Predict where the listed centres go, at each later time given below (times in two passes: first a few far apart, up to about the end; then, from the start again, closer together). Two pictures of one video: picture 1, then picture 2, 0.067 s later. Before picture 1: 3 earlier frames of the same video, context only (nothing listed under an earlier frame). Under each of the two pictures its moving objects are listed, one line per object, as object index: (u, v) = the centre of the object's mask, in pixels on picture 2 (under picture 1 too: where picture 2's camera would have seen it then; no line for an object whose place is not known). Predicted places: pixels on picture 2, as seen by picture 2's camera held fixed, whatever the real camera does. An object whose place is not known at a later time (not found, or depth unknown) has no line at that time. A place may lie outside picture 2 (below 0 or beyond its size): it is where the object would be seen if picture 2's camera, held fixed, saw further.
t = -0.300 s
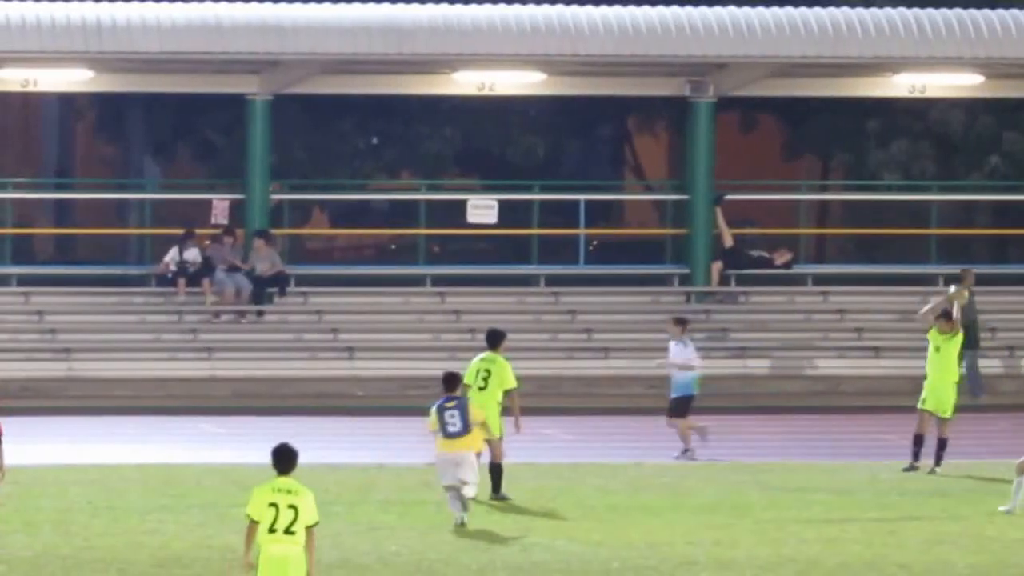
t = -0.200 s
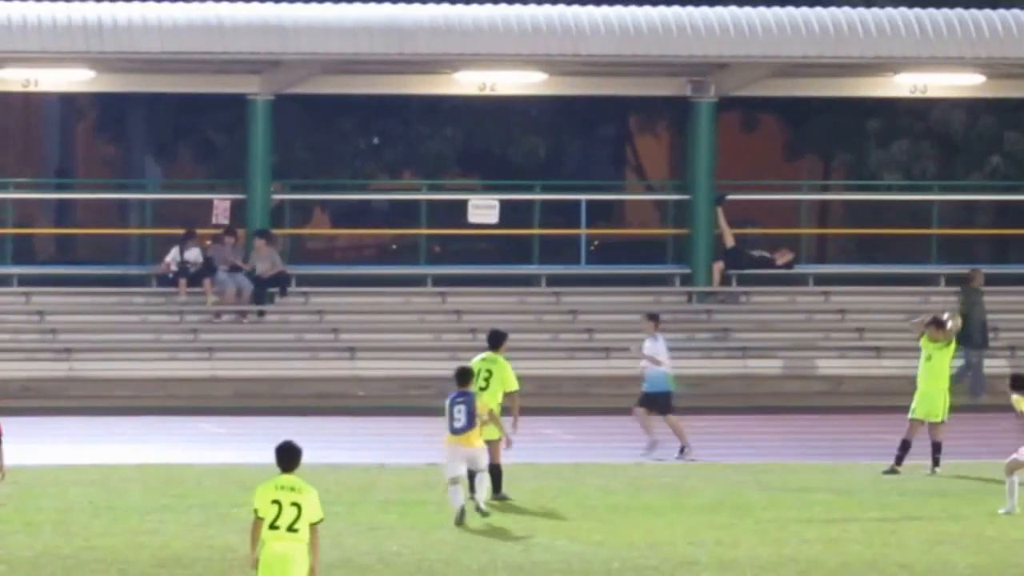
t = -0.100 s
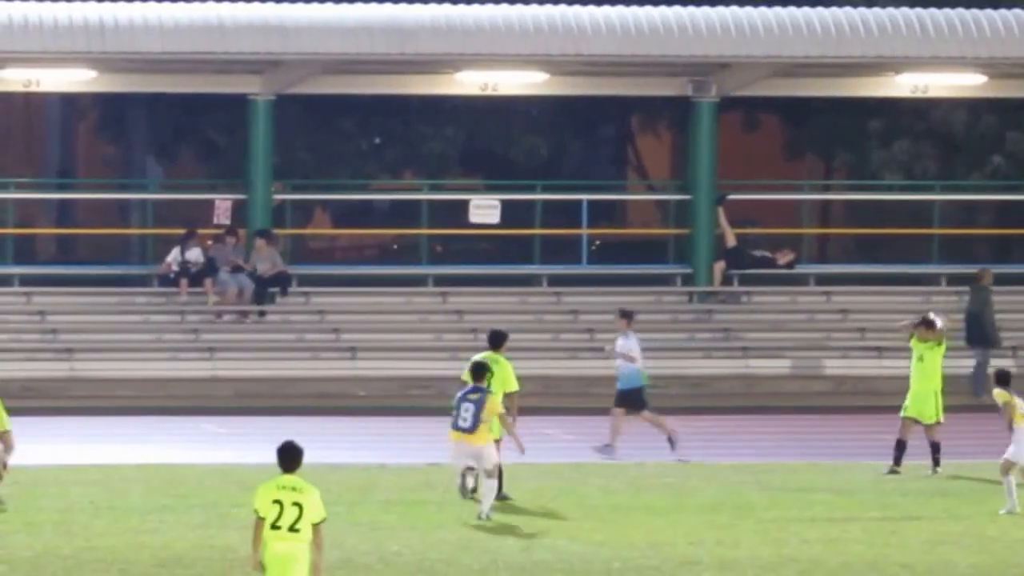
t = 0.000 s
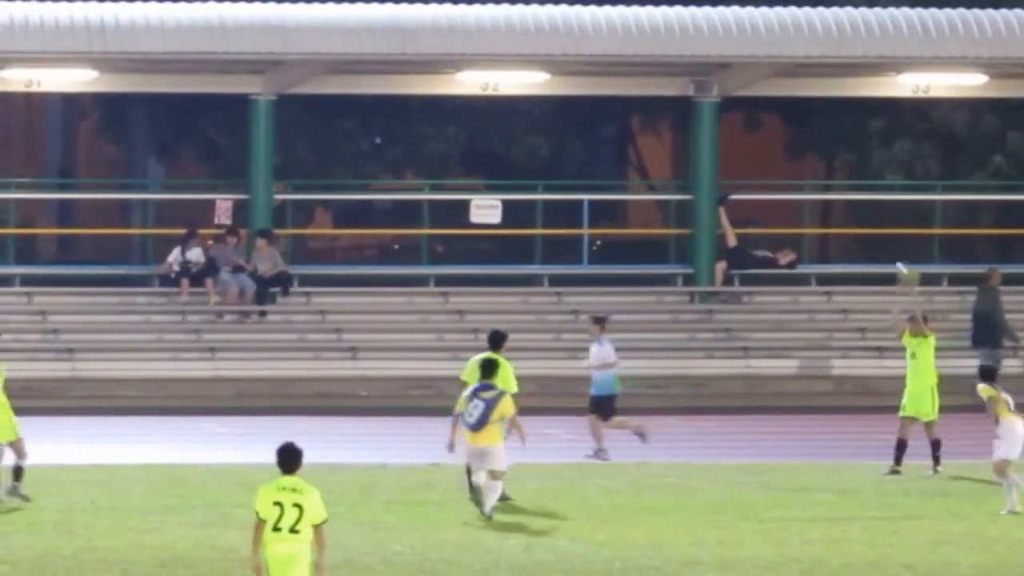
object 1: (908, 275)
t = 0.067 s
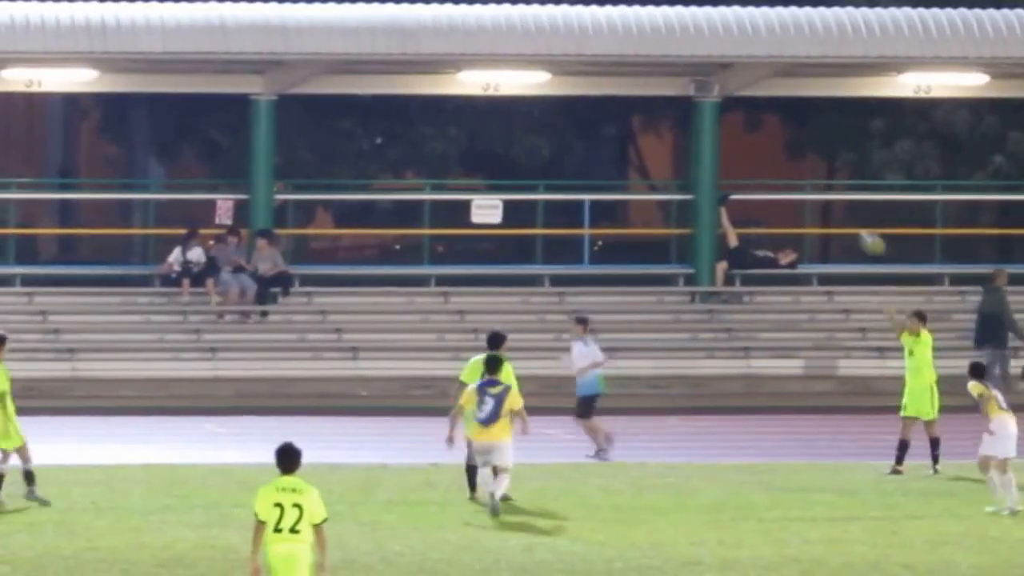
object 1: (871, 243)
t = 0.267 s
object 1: (760, 171)
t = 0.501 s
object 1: (628, 136)
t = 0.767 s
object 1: (477, 157)
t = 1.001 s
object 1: (342, 230)
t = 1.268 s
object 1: (181, 380)
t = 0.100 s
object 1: (853, 227)
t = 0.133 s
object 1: (834, 215)
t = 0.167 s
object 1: (816, 204)
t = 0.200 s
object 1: (797, 190)
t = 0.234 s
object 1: (778, 181)
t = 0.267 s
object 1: (760, 171)
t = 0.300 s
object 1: (741, 164)
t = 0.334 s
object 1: (723, 157)
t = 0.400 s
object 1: (686, 146)
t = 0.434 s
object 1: (667, 142)
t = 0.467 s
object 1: (649, 138)
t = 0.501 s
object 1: (628, 136)
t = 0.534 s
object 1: (611, 134)
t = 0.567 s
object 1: (593, 136)
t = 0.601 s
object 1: (573, 136)
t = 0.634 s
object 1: (553, 139)
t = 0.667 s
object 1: (535, 141)
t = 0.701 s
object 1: (515, 146)
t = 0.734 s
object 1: (496, 151)
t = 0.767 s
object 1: (477, 157)
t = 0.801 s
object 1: (457, 165)
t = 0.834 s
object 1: (439, 171)
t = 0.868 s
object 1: (420, 181)
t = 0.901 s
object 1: (399, 192)
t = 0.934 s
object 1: (379, 205)
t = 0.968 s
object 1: (361, 216)
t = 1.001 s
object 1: (342, 230)
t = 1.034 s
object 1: (322, 246)
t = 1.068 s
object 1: (303, 261)
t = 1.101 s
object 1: (282, 280)
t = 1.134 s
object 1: (265, 297)
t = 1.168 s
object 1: (242, 314)
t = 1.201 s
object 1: (221, 335)
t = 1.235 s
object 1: (202, 358)
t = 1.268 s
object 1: (181, 380)
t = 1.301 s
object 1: (161, 405)
